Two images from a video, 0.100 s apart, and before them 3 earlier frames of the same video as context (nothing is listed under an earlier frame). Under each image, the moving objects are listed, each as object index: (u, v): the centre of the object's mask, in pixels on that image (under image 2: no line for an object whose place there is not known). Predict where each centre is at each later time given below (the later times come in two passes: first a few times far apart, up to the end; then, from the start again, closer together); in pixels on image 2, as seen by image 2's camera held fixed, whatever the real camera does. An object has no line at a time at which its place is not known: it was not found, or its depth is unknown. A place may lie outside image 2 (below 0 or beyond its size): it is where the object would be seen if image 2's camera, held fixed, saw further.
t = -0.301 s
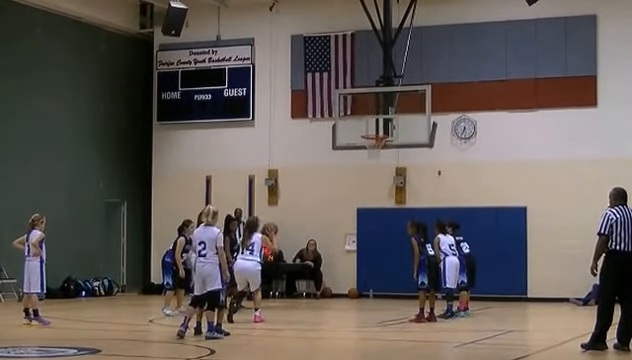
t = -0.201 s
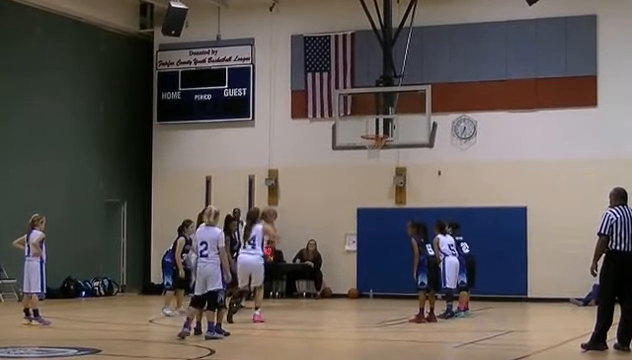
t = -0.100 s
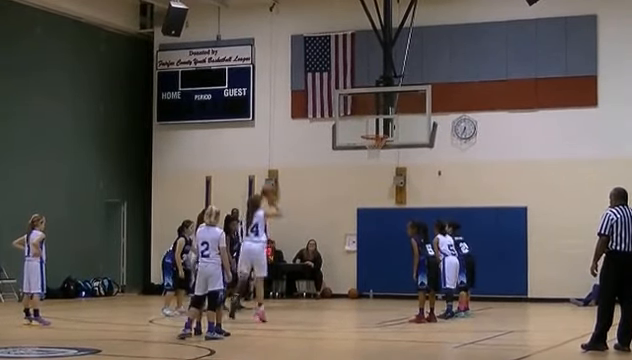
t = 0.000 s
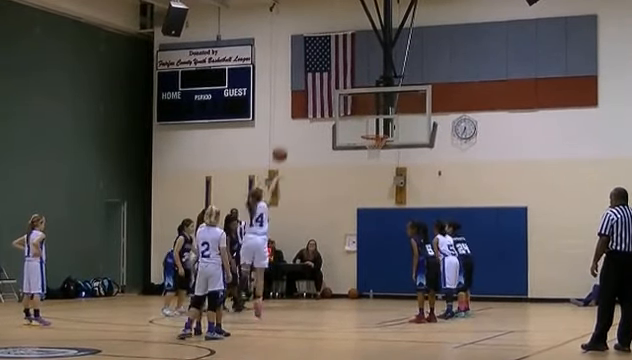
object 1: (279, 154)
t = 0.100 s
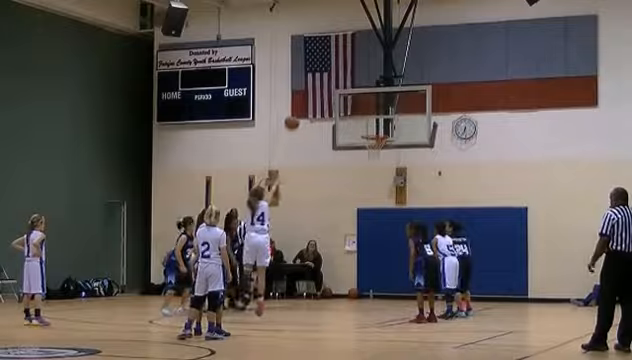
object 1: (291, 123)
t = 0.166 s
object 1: (301, 103)
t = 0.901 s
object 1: (370, 102)
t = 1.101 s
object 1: (373, 116)
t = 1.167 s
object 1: (374, 102)
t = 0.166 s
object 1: (301, 103)
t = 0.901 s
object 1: (370, 102)
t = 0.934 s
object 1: (371, 112)
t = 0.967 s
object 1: (373, 121)
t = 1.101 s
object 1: (373, 116)
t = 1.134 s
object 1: (375, 110)
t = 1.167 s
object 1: (374, 102)
